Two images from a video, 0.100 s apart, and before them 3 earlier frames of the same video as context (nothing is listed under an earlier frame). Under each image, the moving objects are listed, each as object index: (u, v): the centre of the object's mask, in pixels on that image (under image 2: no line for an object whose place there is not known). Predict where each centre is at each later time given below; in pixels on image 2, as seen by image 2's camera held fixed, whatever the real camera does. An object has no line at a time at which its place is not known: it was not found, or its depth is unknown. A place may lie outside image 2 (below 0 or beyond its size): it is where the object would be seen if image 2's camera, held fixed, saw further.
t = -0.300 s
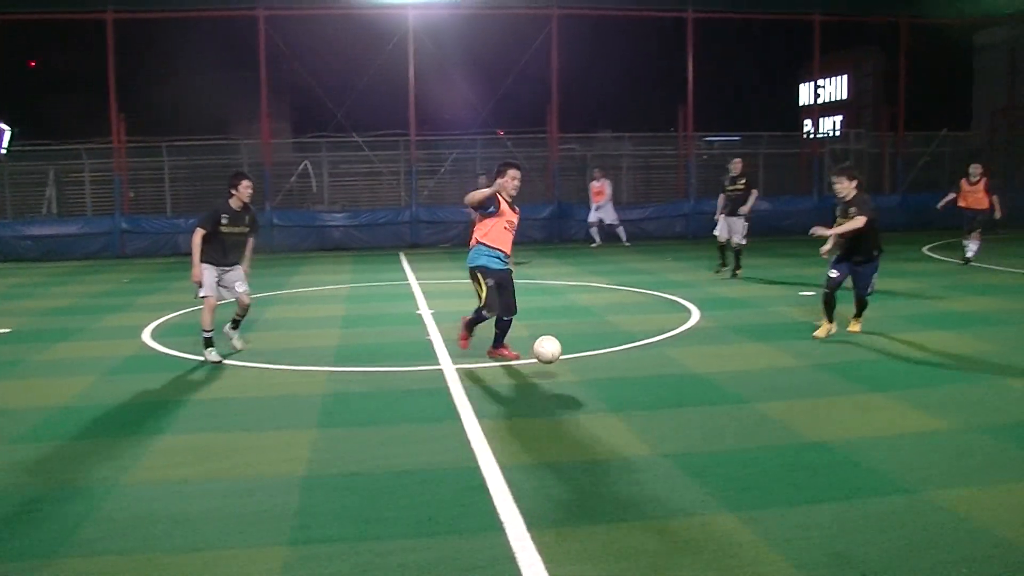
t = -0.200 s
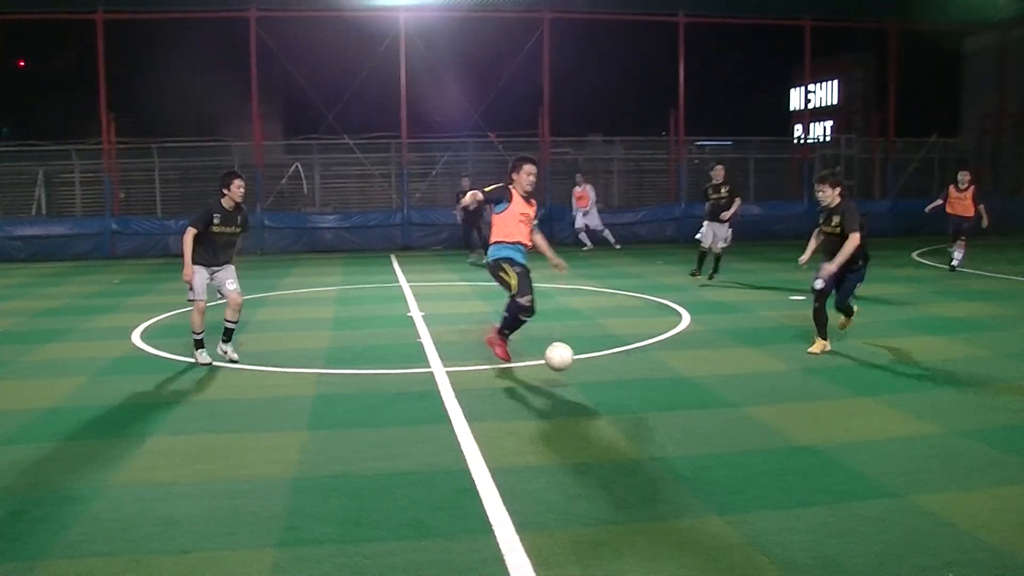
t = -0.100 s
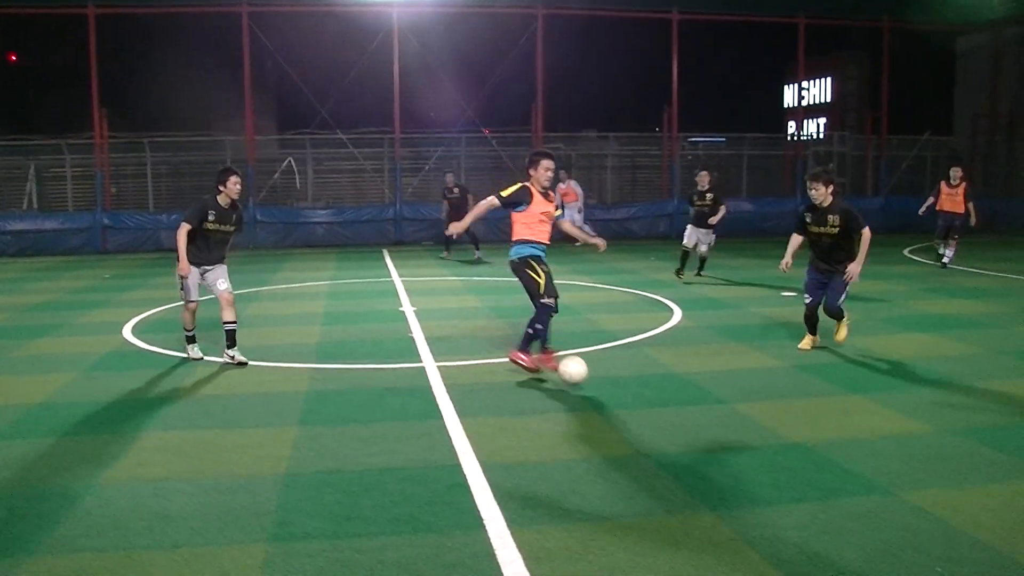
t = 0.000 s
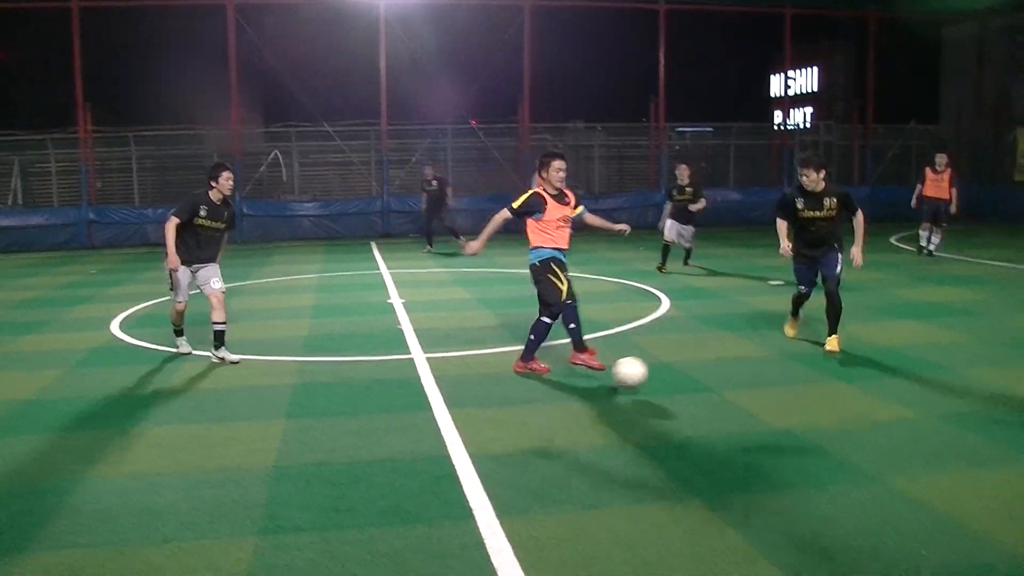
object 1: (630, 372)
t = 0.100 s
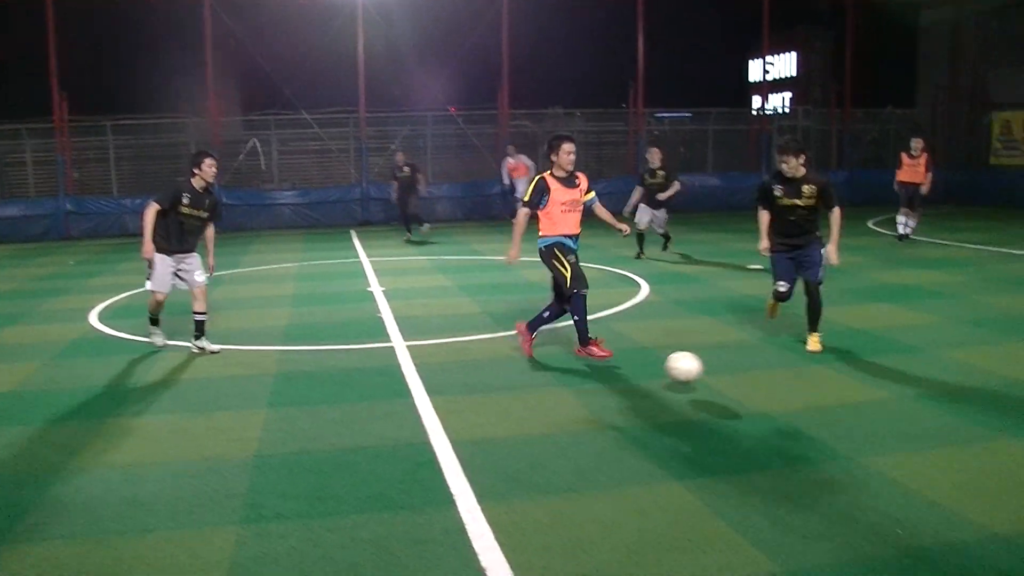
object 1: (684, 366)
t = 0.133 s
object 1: (710, 375)
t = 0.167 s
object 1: (739, 384)
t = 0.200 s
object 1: (766, 387)
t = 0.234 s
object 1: (796, 389)
